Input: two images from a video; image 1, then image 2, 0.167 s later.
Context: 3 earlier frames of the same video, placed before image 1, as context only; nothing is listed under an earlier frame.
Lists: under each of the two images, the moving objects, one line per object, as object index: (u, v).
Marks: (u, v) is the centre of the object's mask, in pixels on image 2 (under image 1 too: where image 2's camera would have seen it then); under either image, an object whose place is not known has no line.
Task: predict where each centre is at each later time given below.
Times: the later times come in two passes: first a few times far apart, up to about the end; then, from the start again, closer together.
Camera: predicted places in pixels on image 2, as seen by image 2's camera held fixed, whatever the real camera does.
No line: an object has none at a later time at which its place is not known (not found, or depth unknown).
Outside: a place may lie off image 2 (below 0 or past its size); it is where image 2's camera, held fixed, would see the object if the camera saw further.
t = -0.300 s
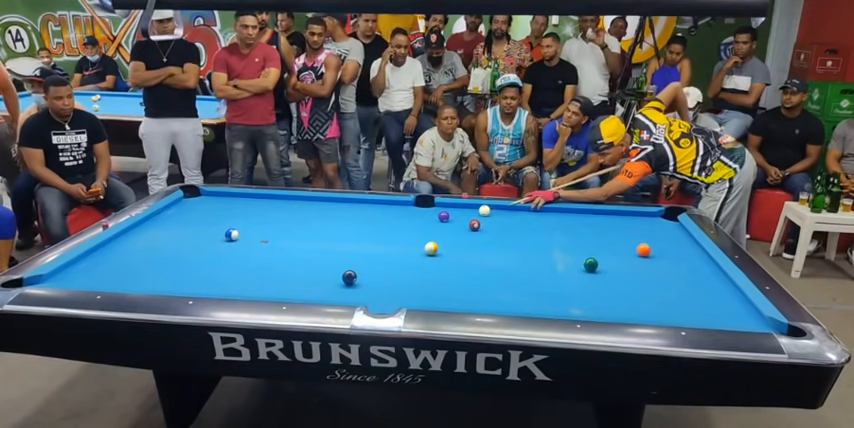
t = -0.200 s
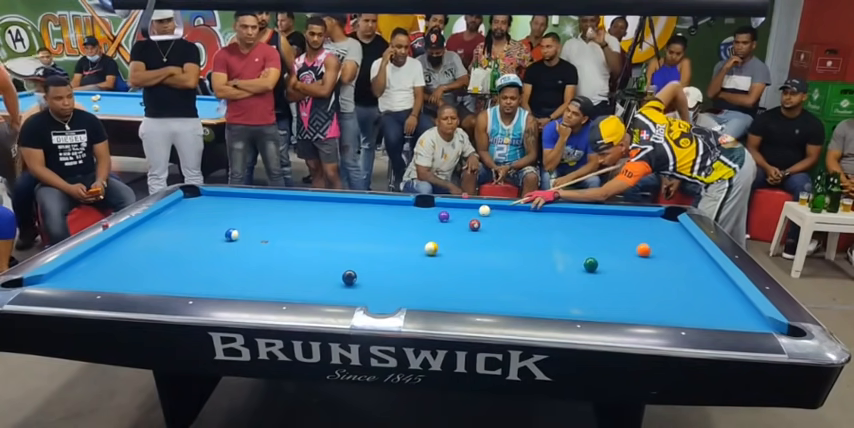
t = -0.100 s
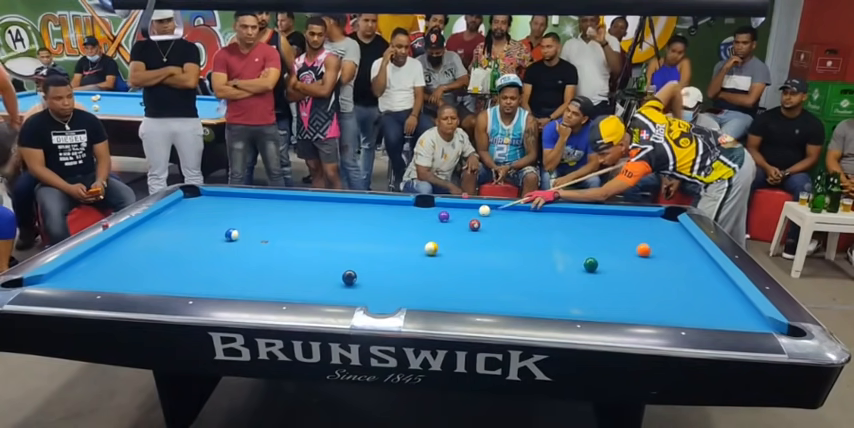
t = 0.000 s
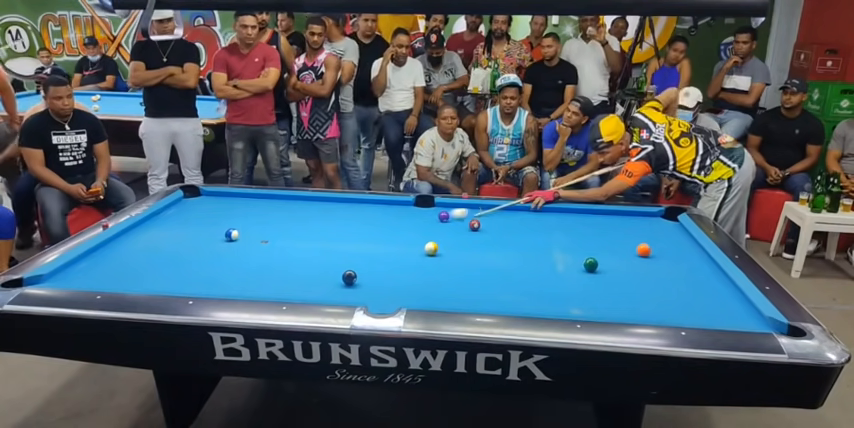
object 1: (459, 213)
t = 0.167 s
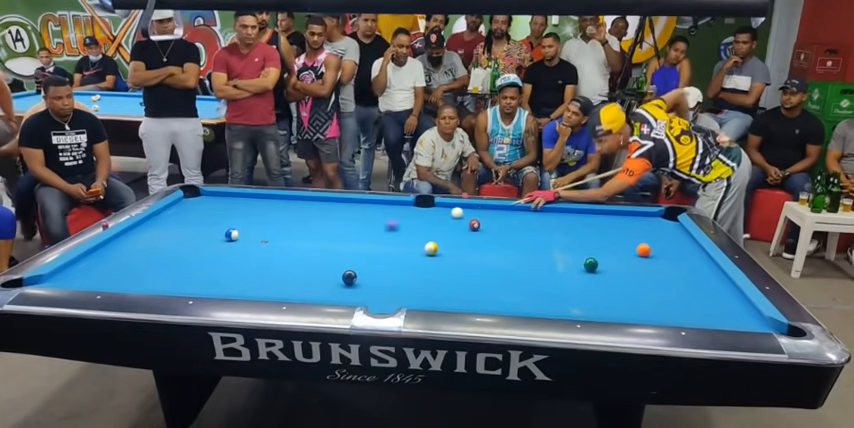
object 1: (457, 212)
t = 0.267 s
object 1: (463, 211)
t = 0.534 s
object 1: (479, 207)
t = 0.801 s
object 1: (493, 209)
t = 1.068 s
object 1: (508, 212)
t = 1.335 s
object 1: (522, 215)
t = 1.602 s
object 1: (535, 218)
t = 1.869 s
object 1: (547, 221)
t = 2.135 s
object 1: (558, 224)
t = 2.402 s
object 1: (570, 227)
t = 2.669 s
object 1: (579, 229)
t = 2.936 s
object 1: (587, 231)
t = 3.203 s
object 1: (594, 233)
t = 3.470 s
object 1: (600, 234)
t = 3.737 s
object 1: (605, 235)
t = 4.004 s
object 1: (608, 236)
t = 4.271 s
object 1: (610, 236)
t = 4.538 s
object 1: (611, 236)
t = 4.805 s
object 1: (611, 236)
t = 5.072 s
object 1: (611, 236)
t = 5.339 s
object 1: (611, 236)
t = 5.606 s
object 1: (611, 236)
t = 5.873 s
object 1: (611, 236)
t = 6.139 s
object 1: (611, 236)
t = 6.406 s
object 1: (611, 236)
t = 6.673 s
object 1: (611, 236)
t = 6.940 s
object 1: (611, 236)
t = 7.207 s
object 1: (611, 236)
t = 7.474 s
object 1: (611, 237)
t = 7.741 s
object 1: (611, 236)
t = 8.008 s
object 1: (611, 237)
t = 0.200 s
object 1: (459, 212)
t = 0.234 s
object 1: (461, 211)
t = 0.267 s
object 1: (463, 211)
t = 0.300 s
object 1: (465, 210)
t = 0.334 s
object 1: (467, 210)
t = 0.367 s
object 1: (469, 209)
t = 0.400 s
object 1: (471, 209)
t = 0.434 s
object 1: (473, 208)
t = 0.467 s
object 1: (475, 208)
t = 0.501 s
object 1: (477, 207)
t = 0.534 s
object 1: (479, 207)
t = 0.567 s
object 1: (481, 206)
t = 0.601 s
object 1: (482, 206)
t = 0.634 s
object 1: (484, 207)
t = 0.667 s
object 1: (486, 207)
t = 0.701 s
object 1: (488, 208)
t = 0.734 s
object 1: (490, 208)
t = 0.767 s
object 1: (492, 208)
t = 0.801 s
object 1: (493, 209)
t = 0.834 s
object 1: (495, 209)
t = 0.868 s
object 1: (497, 210)
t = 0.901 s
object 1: (499, 210)
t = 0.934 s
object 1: (501, 211)
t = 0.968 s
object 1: (502, 211)
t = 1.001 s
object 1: (504, 211)
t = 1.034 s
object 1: (506, 212)
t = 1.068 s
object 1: (508, 212)
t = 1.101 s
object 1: (510, 213)
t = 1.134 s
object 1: (511, 213)
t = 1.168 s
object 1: (513, 213)
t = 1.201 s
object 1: (515, 214)
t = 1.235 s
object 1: (516, 214)
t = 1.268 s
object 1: (518, 214)
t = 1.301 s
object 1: (520, 215)
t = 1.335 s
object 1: (522, 215)
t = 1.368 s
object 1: (523, 216)
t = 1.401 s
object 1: (525, 216)
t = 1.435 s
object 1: (527, 216)
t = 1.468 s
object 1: (528, 217)
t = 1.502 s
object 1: (530, 217)
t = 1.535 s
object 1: (531, 218)
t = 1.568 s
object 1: (533, 218)
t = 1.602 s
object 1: (535, 218)
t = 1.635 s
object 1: (536, 219)
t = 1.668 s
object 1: (538, 219)
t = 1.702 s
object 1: (539, 220)
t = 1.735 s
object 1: (541, 220)
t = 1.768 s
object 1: (542, 220)
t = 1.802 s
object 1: (544, 221)
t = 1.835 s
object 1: (545, 221)
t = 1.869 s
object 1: (547, 221)
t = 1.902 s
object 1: (548, 222)
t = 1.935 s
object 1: (550, 222)
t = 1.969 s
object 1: (551, 222)
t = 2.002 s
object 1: (552, 223)
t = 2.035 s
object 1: (554, 223)
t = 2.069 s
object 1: (555, 223)
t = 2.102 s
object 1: (557, 224)
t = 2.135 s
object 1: (558, 224)
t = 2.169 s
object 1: (560, 224)
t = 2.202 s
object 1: (562, 225)
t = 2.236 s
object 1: (563, 225)
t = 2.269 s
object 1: (565, 226)
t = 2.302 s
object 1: (566, 226)
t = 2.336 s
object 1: (567, 226)
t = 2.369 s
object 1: (568, 227)
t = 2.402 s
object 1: (570, 227)
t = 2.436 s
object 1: (571, 227)
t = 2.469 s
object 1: (572, 227)
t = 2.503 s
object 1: (573, 228)
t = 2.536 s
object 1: (574, 228)
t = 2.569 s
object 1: (575, 228)
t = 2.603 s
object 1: (577, 229)
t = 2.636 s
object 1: (578, 229)
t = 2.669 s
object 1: (579, 229)
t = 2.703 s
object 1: (580, 230)
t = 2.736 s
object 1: (581, 230)
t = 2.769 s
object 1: (582, 230)
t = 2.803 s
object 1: (583, 230)
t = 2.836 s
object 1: (584, 230)
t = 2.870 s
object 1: (585, 231)
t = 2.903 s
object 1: (586, 231)
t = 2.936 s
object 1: (587, 231)
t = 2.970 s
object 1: (588, 231)
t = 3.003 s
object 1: (589, 232)
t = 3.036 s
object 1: (590, 232)
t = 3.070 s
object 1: (591, 232)
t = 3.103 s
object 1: (592, 232)
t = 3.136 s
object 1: (592, 232)
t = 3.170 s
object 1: (593, 233)
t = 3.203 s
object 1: (594, 233)
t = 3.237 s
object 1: (595, 233)
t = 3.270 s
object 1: (596, 233)
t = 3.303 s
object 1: (596, 233)
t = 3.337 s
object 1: (597, 234)
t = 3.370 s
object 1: (598, 234)
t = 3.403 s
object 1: (599, 234)
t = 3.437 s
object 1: (599, 234)
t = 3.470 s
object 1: (600, 234)
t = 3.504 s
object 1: (601, 234)
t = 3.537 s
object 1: (601, 234)
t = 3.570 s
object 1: (602, 235)
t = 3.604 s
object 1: (603, 235)
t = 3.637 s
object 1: (603, 235)
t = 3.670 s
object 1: (604, 235)
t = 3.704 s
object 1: (604, 235)
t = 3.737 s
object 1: (605, 235)
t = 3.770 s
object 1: (605, 235)
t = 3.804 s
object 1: (606, 235)
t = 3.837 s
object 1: (607, 235)
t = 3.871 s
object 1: (607, 236)
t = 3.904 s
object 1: (607, 236)
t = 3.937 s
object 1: (608, 236)
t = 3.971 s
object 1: (608, 236)
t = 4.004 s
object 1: (608, 236)
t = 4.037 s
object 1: (609, 236)
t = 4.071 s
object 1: (609, 236)
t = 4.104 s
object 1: (609, 236)
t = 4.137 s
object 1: (609, 236)
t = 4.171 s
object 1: (610, 236)
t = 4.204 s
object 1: (610, 236)
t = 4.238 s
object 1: (610, 236)
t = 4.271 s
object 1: (610, 236)
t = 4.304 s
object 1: (610, 236)
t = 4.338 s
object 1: (610, 236)
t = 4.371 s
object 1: (611, 237)
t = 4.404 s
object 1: (611, 237)
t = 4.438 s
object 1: (611, 236)
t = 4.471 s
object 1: (611, 236)
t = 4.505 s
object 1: (611, 236)
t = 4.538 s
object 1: (611, 236)
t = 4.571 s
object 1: (611, 236)
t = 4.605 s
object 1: (611, 236)
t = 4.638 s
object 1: (611, 236)
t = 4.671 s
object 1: (611, 236)
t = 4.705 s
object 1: (611, 236)
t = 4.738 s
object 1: (611, 236)
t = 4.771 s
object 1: (611, 236)
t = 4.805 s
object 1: (611, 236)
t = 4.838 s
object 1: (611, 236)
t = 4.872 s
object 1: (611, 236)
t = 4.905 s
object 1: (611, 236)
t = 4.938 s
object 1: (611, 236)
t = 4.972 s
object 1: (611, 236)
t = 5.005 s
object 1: (611, 236)
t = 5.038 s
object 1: (611, 236)
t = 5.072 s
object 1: (611, 236)
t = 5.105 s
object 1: (611, 236)
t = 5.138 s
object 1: (611, 236)
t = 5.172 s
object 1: (611, 236)
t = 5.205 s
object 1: (611, 236)
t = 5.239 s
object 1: (611, 236)
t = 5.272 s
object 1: (611, 236)
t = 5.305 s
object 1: (611, 236)
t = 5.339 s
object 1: (611, 236)
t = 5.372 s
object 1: (611, 236)
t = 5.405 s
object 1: (611, 236)
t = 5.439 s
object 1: (611, 236)
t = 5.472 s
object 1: (611, 236)
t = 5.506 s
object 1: (611, 236)
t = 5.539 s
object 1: (611, 236)
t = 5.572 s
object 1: (611, 236)
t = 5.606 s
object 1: (611, 236)
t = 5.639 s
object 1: (611, 236)
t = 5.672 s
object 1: (611, 236)
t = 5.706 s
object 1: (611, 236)
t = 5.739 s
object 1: (611, 236)
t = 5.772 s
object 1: (611, 236)
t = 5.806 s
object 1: (611, 236)
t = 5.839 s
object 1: (611, 236)
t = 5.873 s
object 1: (611, 236)
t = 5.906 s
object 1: (611, 236)
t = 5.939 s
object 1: (611, 236)
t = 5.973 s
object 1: (611, 236)
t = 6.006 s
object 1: (611, 236)
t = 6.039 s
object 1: (611, 236)
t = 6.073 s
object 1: (611, 236)
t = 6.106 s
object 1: (611, 236)
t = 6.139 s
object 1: (611, 236)
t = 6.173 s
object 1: (611, 236)
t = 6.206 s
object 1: (611, 236)
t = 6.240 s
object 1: (611, 236)
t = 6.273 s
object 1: (611, 236)
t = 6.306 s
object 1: (611, 236)
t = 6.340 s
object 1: (611, 236)
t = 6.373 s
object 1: (611, 236)
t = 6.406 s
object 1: (611, 236)
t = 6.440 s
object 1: (611, 236)
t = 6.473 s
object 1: (611, 236)
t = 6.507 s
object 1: (611, 236)
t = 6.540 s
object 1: (611, 236)
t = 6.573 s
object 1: (611, 236)
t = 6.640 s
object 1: (611, 236)
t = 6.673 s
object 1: (611, 236)
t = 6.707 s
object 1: (611, 236)
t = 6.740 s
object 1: (611, 236)
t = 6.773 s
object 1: (611, 236)
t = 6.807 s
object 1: (611, 236)
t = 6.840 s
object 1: (611, 236)
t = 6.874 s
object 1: (611, 236)
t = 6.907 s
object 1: (611, 236)
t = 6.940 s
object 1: (611, 236)
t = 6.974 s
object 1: (611, 236)
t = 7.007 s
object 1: (611, 236)
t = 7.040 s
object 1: (611, 236)
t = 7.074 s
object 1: (611, 236)
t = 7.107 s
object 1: (611, 236)
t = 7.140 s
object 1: (611, 236)
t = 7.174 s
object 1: (611, 236)
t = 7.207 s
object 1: (611, 236)
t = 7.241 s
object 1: (611, 236)
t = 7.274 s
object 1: (611, 236)
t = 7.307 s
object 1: (611, 236)
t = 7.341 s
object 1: (611, 236)
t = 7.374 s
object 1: (611, 236)
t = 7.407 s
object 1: (611, 236)
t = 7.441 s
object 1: (611, 237)
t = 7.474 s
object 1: (611, 237)
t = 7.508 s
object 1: (611, 236)
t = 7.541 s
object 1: (611, 237)
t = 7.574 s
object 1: (611, 237)
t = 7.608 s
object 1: (611, 237)
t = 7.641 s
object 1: (611, 237)
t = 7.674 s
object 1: (611, 237)
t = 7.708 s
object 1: (611, 237)
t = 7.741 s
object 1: (611, 236)
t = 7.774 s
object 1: (611, 236)
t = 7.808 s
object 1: (611, 236)
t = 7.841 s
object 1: (611, 236)
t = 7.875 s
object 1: (611, 236)
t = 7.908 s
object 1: (611, 236)
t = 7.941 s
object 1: (611, 237)
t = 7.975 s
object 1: (611, 237)
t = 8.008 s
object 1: (611, 237)
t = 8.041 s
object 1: (611, 237)
